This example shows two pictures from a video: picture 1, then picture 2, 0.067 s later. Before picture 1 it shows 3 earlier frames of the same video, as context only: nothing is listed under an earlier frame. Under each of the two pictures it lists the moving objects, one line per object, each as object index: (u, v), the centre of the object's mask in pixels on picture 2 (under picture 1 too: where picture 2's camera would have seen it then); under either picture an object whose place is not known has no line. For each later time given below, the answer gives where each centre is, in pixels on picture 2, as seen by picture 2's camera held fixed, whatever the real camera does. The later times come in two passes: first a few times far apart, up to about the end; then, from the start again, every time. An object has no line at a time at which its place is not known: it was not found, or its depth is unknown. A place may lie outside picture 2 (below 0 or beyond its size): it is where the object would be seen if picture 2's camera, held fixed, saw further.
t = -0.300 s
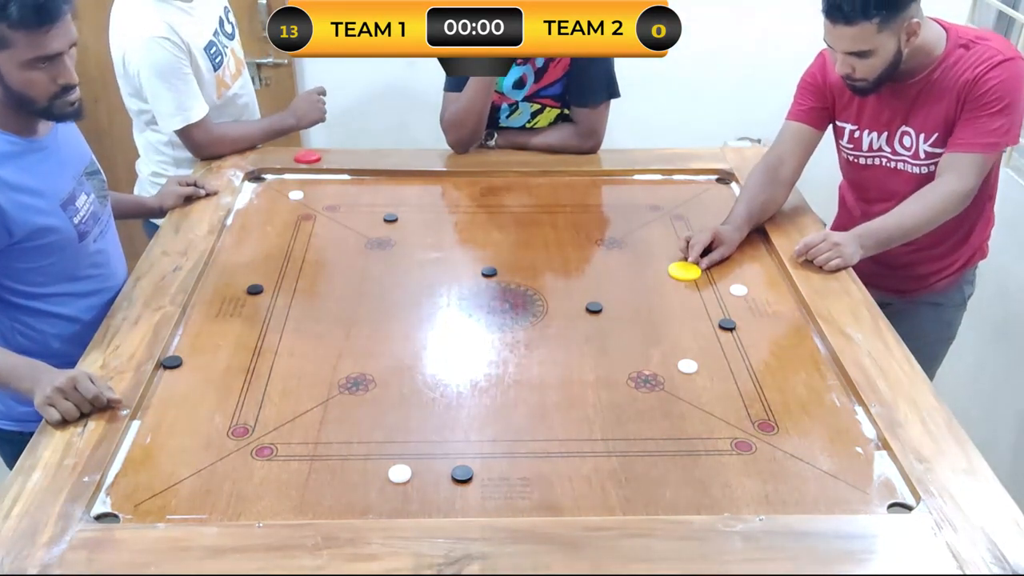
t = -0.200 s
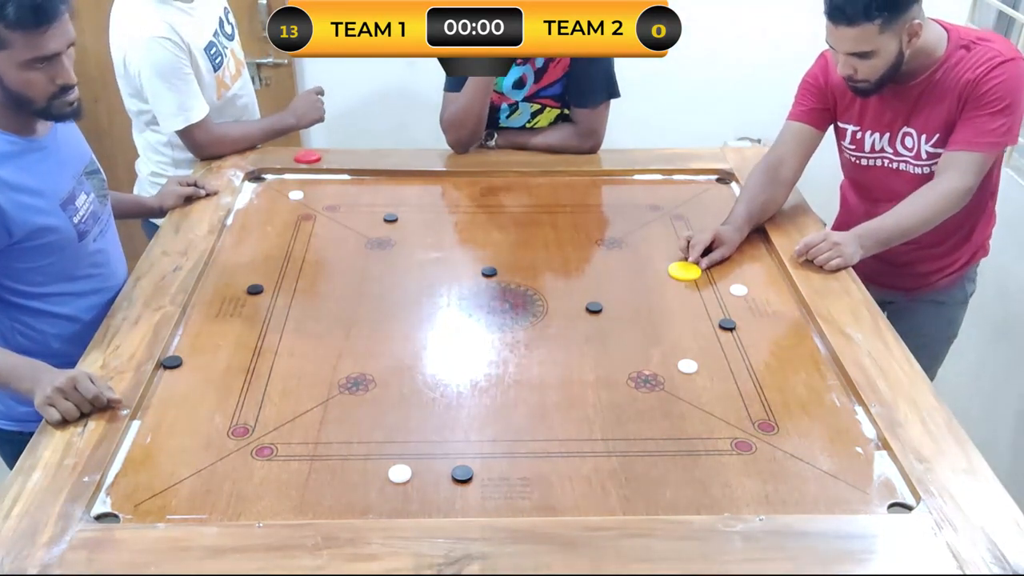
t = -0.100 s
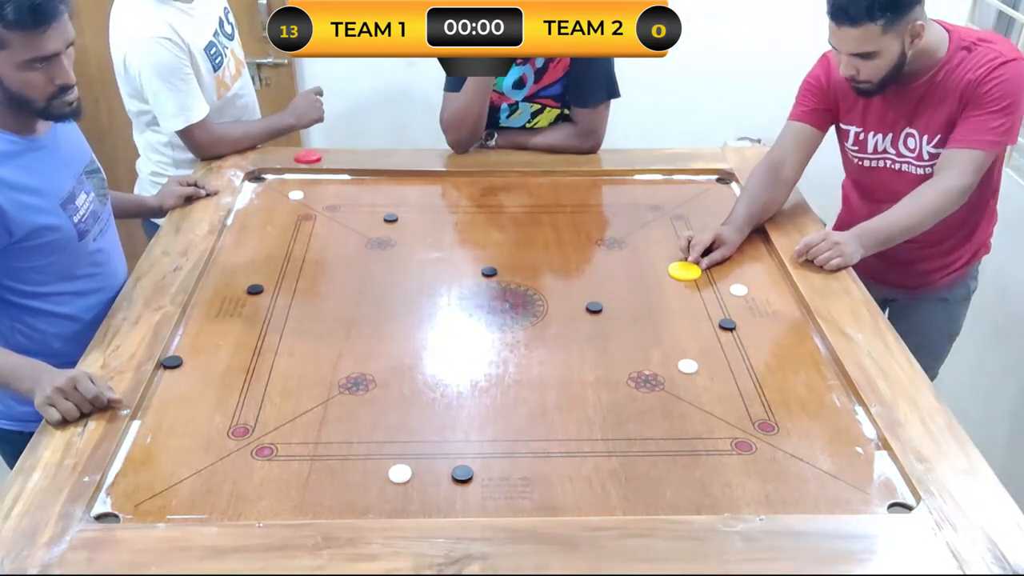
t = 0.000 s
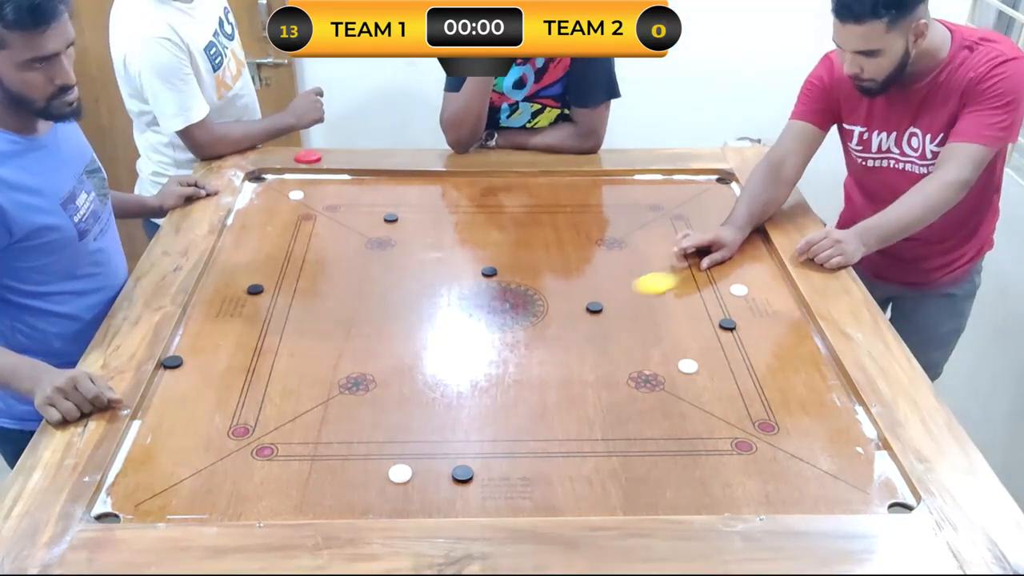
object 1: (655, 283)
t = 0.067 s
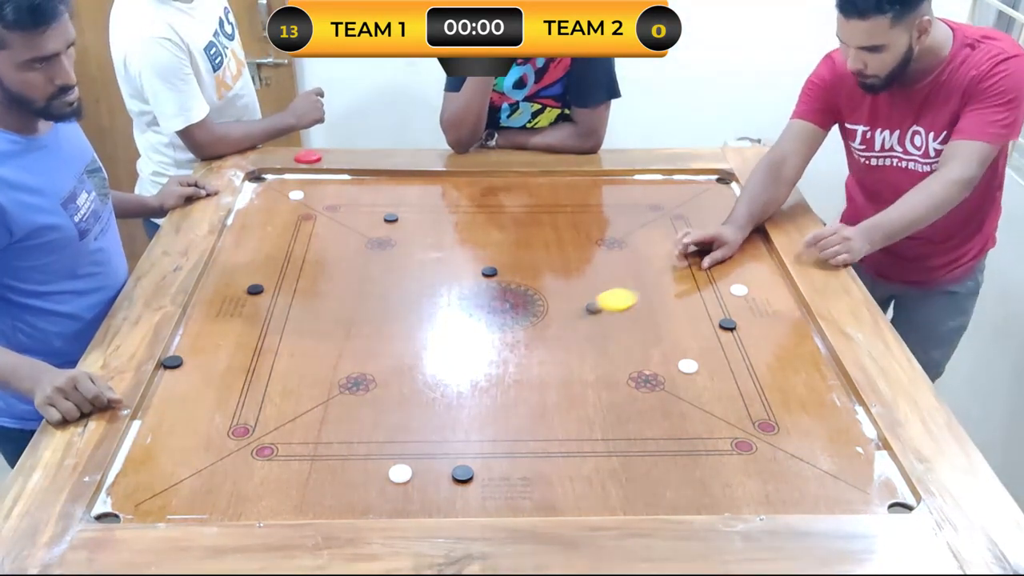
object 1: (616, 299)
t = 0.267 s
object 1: (550, 329)
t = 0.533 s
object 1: (490, 359)
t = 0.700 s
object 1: (462, 371)
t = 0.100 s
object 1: (604, 305)
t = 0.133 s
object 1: (592, 310)
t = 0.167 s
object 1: (581, 316)
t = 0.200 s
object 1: (570, 320)
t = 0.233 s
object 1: (560, 325)
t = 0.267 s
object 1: (550, 329)
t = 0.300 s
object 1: (541, 333)
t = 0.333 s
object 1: (532, 337)
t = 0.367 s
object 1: (523, 341)
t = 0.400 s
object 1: (515, 345)
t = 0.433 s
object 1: (509, 348)
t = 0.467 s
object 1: (503, 351)
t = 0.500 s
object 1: (497, 355)
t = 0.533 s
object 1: (490, 359)
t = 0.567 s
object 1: (485, 361)
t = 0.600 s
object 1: (478, 364)
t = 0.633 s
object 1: (472, 365)
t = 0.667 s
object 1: (467, 366)
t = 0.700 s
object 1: (462, 371)
